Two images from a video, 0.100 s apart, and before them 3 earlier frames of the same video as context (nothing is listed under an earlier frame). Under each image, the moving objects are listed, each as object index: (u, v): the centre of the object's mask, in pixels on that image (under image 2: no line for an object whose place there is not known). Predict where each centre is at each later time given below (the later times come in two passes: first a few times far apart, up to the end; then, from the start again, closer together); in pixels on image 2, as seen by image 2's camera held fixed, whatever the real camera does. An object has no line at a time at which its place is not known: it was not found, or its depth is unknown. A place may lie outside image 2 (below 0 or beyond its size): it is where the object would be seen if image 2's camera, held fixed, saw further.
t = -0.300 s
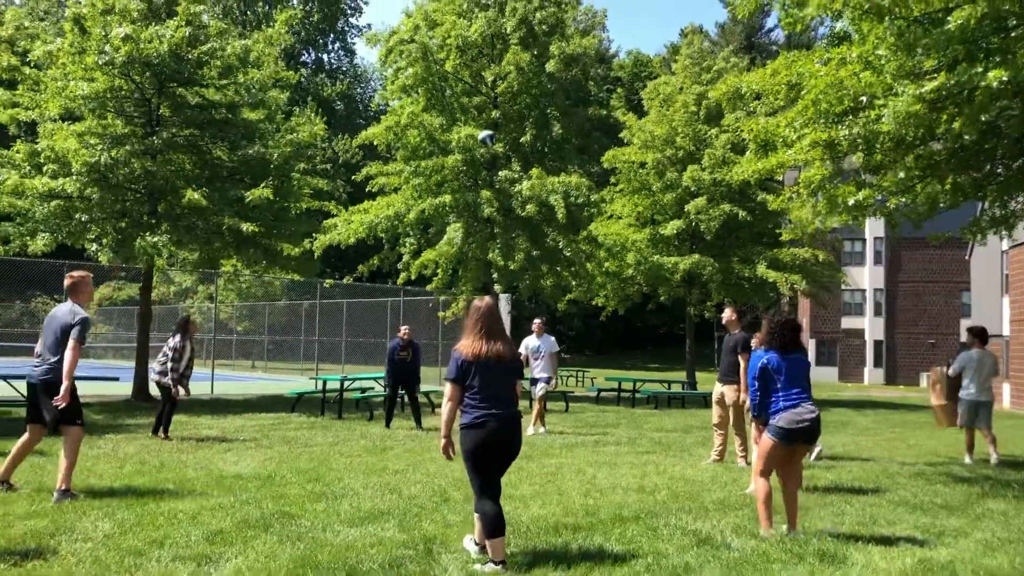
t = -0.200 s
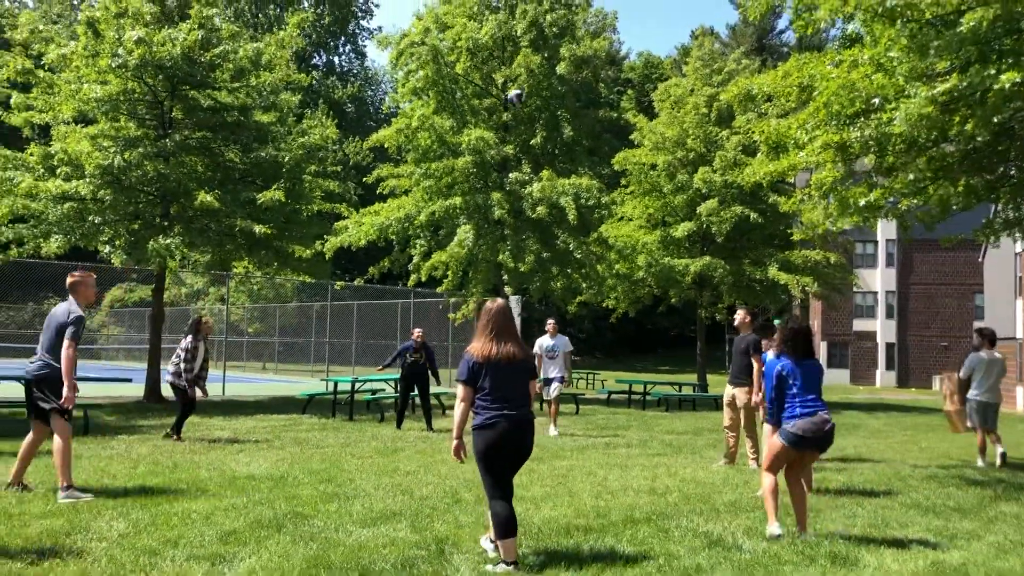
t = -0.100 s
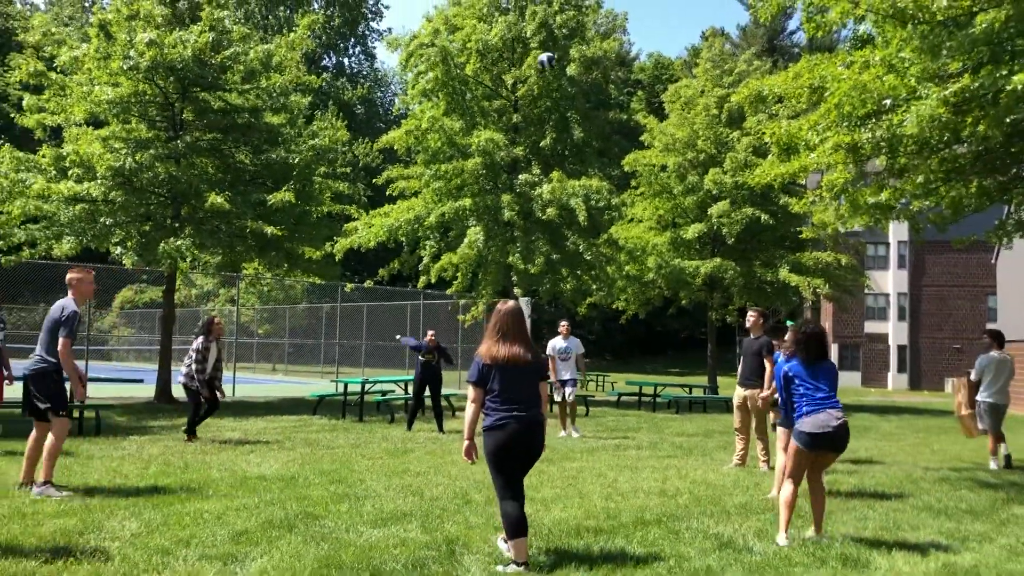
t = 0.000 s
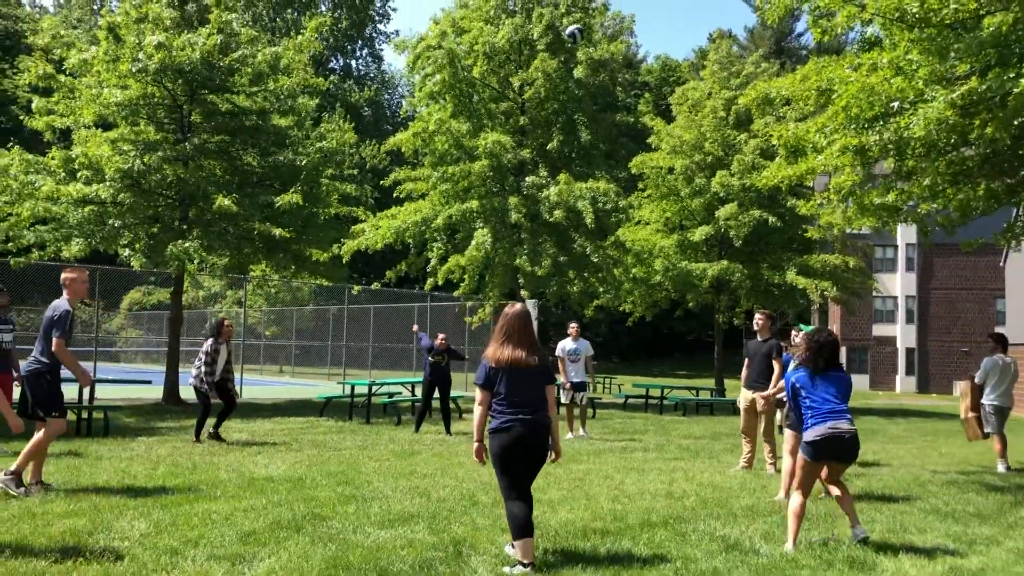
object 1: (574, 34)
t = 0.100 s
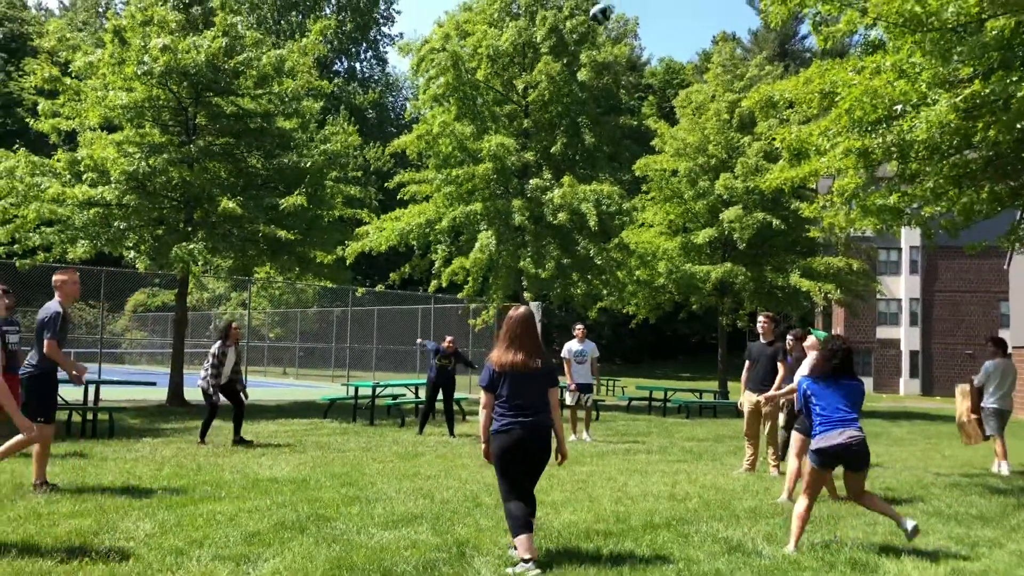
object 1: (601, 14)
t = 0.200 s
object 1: (622, 3)
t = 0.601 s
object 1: (725, 44)
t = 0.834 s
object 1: (806, 166)
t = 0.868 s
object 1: (818, 191)
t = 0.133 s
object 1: (607, 9)
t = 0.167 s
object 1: (614, 5)
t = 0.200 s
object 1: (622, 3)
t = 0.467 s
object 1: (691, 7)
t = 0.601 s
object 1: (725, 44)
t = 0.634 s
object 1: (735, 56)
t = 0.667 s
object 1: (746, 70)
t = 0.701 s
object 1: (758, 84)
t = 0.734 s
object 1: (769, 103)
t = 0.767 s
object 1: (781, 122)
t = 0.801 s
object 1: (793, 142)
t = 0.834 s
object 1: (806, 166)
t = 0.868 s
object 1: (818, 191)
